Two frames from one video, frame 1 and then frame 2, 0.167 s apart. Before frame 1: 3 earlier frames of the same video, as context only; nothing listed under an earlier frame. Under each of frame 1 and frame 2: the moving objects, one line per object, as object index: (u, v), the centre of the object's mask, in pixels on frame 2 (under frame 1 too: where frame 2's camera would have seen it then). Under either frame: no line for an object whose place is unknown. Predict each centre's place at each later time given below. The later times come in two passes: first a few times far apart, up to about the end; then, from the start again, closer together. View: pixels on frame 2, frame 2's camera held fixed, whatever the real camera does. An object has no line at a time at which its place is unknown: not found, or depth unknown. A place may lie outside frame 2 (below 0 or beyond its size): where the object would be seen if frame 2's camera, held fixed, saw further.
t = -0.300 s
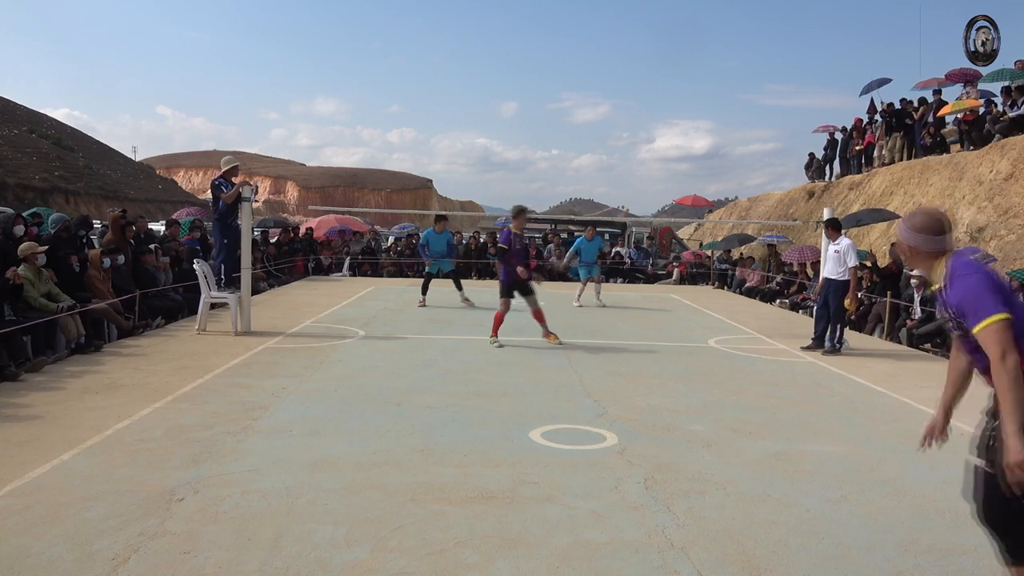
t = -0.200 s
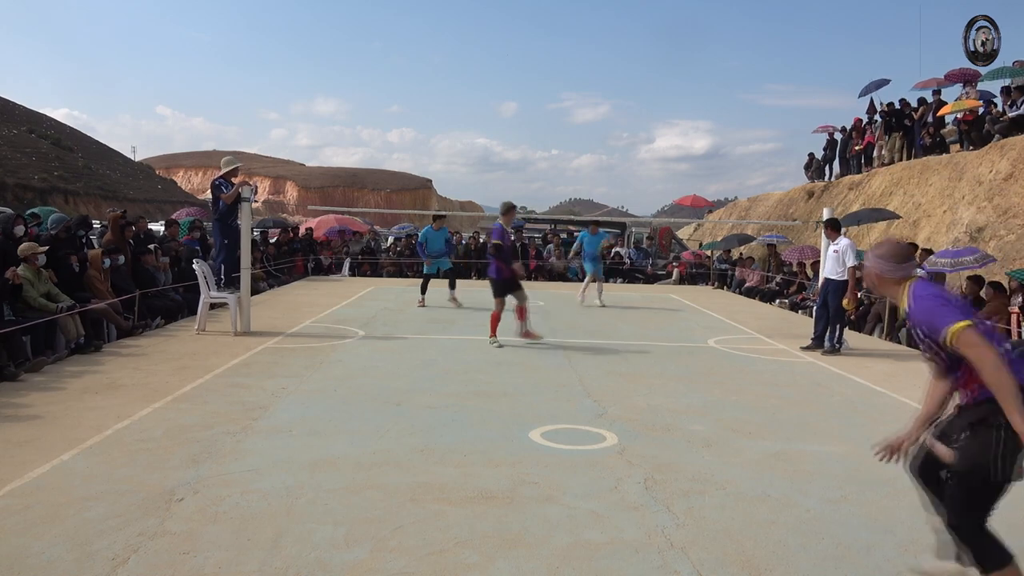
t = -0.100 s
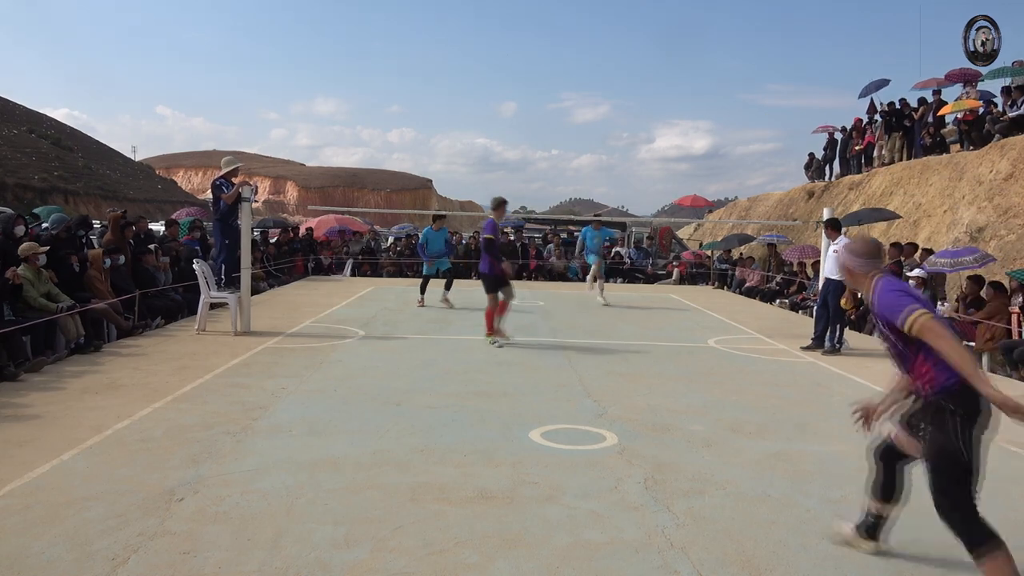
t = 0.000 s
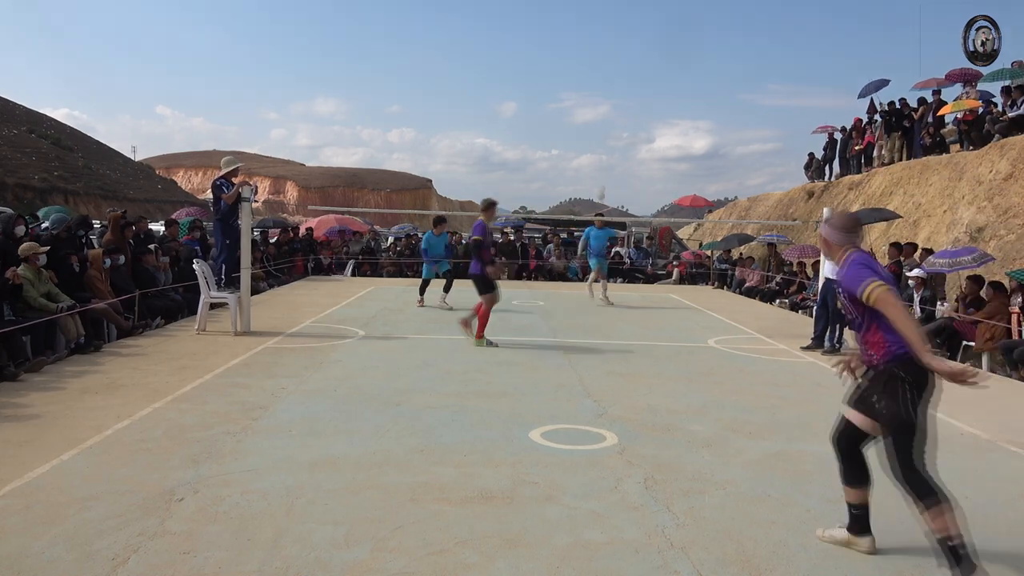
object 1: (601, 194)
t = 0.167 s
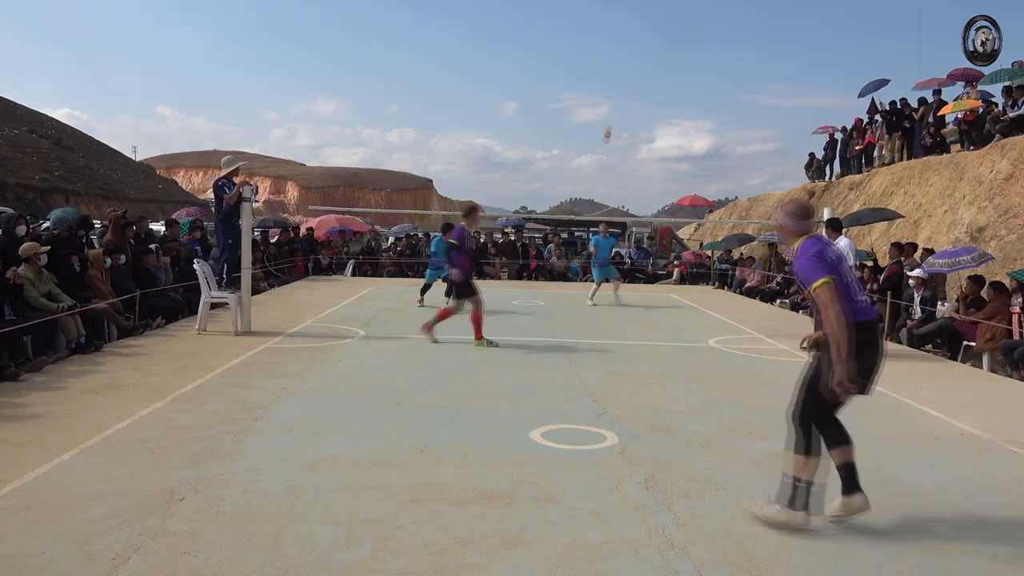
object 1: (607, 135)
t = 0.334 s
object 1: (612, 90)
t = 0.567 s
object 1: (616, 57)
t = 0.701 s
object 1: (618, 52)
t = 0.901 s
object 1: (619, 63)
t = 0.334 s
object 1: (612, 90)
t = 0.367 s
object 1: (612, 84)
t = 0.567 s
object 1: (616, 57)
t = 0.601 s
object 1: (617, 55)
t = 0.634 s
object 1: (617, 53)
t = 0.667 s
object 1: (618, 52)
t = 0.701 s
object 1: (618, 52)
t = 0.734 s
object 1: (618, 53)
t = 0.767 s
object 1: (618, 54)
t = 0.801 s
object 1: (619, 55)
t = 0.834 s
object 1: (619, 57)
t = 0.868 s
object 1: (619, 60)
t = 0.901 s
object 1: (619, 63)
